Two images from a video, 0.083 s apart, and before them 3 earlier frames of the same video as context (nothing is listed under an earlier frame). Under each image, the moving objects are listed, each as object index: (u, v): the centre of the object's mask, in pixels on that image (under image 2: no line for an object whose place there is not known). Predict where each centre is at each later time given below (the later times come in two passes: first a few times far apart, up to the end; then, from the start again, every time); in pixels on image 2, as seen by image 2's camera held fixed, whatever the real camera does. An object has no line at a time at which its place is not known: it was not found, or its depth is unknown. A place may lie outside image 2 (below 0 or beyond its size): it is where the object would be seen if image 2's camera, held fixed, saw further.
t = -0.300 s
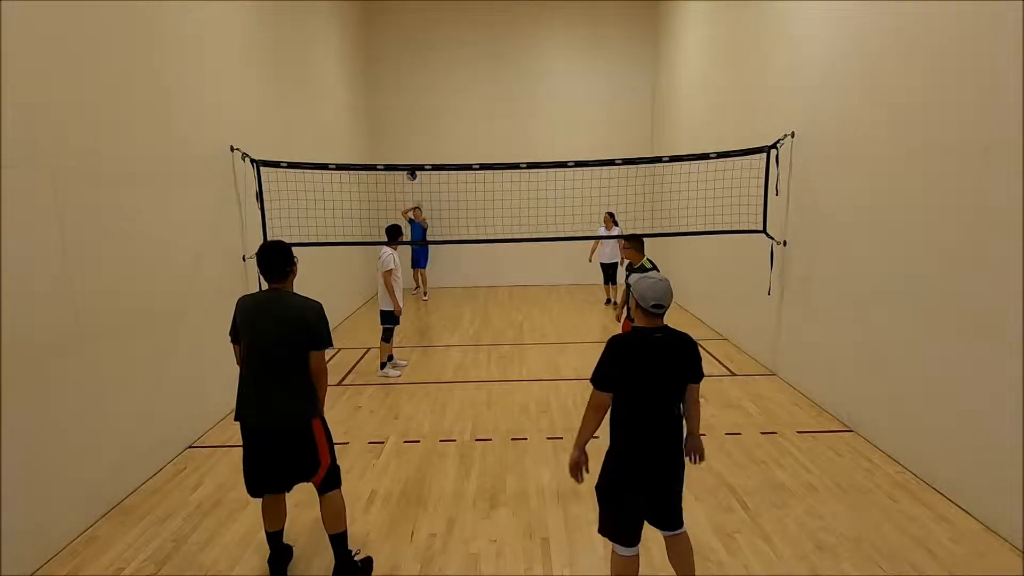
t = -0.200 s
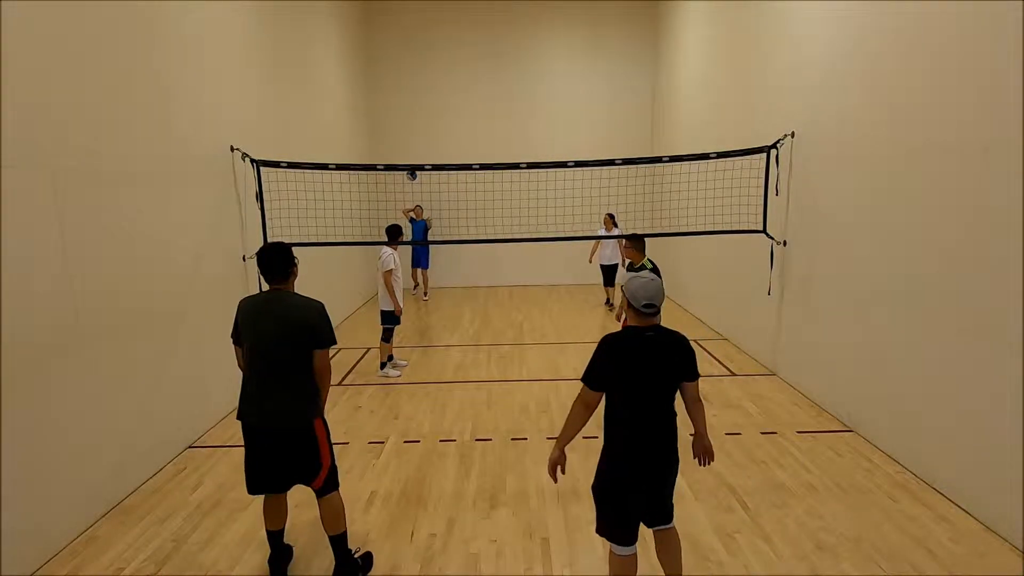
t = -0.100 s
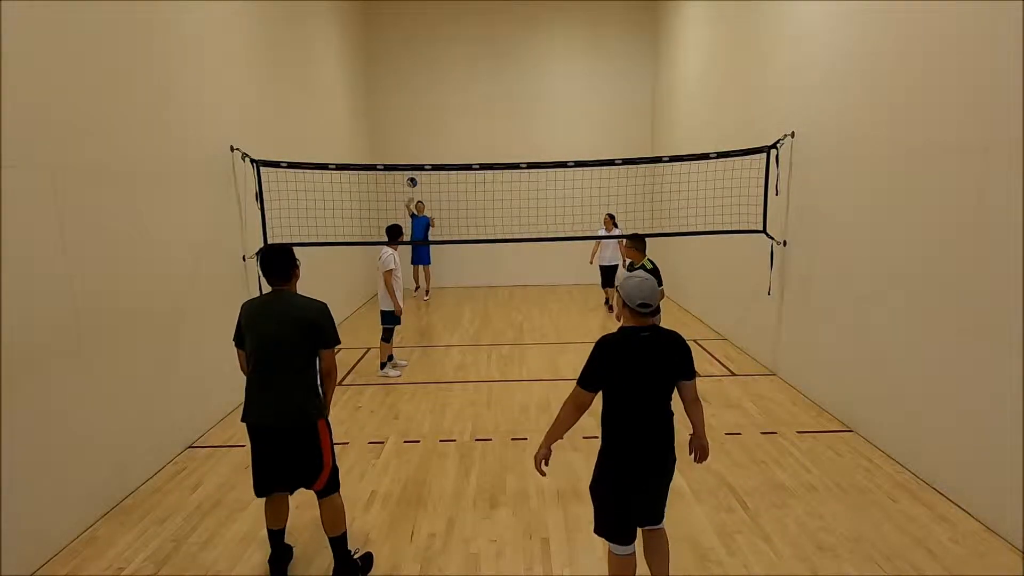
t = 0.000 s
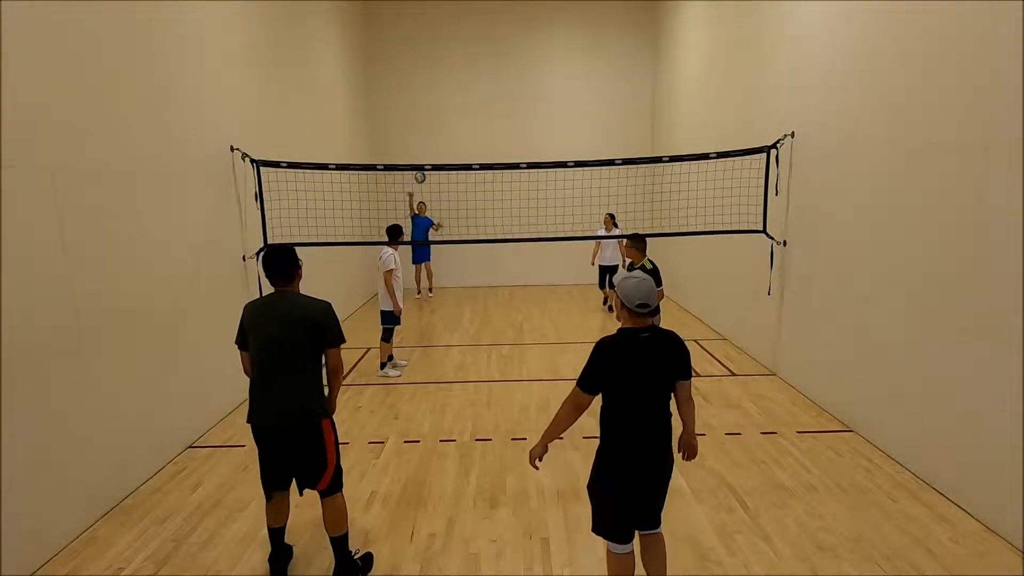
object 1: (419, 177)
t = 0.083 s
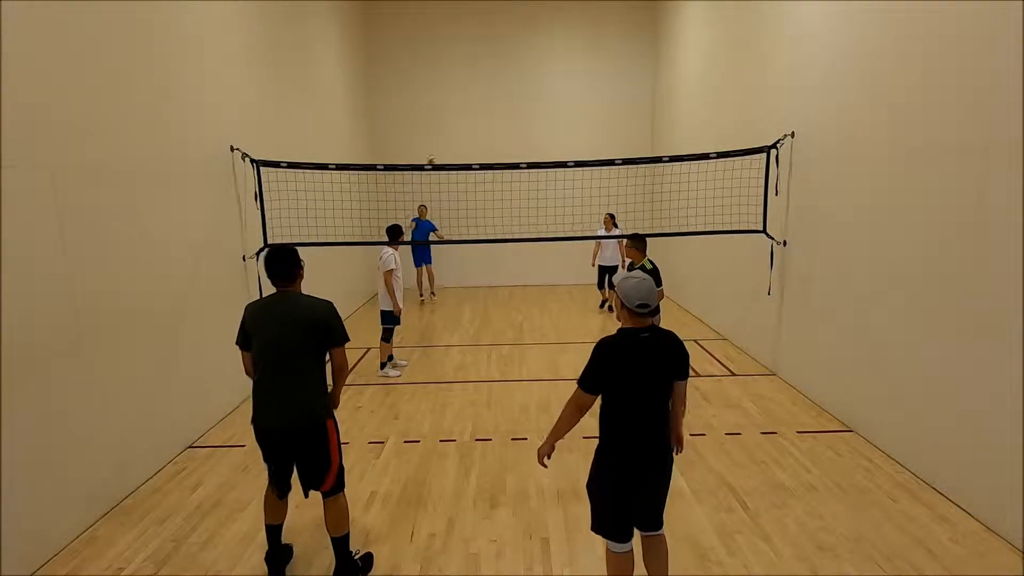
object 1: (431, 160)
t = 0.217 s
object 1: (460, 147)
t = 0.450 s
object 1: (522, 139)
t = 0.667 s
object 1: (626, 190)
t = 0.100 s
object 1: (436, 160)
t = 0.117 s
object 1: (439, 159)
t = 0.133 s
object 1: (442, 157)
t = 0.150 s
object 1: (446, 155)
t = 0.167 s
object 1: (450, 153)
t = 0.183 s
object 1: (453, 151)
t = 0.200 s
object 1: (456, 149)
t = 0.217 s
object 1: (460, 147)
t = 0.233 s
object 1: (464, 146)
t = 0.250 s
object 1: (467, 145)
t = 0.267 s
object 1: (471, 143)
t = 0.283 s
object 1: (474, 142)
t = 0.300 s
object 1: (479, 140)
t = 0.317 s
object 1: (483, 139)
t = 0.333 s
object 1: (486, 140)
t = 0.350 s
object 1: (491, 138)
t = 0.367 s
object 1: (496, 138)
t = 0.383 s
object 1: (500, 137)
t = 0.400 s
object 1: (505, 137)
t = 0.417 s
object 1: (511, 137)
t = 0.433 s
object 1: (516, 138)
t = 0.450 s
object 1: (522, 139)
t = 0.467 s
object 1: (528, 140)
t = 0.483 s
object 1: (533, 142)
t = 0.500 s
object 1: (540, 143)
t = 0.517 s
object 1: (547, 146)
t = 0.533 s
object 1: (554, 148)
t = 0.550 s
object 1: (561, 151)
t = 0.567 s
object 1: (569, 154)
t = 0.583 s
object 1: (578, 159)
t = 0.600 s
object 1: (586, 164)
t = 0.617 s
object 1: (595, 169)
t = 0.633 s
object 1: (604, 175)
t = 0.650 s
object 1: (615, 183)
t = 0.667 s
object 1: (626, 190)
